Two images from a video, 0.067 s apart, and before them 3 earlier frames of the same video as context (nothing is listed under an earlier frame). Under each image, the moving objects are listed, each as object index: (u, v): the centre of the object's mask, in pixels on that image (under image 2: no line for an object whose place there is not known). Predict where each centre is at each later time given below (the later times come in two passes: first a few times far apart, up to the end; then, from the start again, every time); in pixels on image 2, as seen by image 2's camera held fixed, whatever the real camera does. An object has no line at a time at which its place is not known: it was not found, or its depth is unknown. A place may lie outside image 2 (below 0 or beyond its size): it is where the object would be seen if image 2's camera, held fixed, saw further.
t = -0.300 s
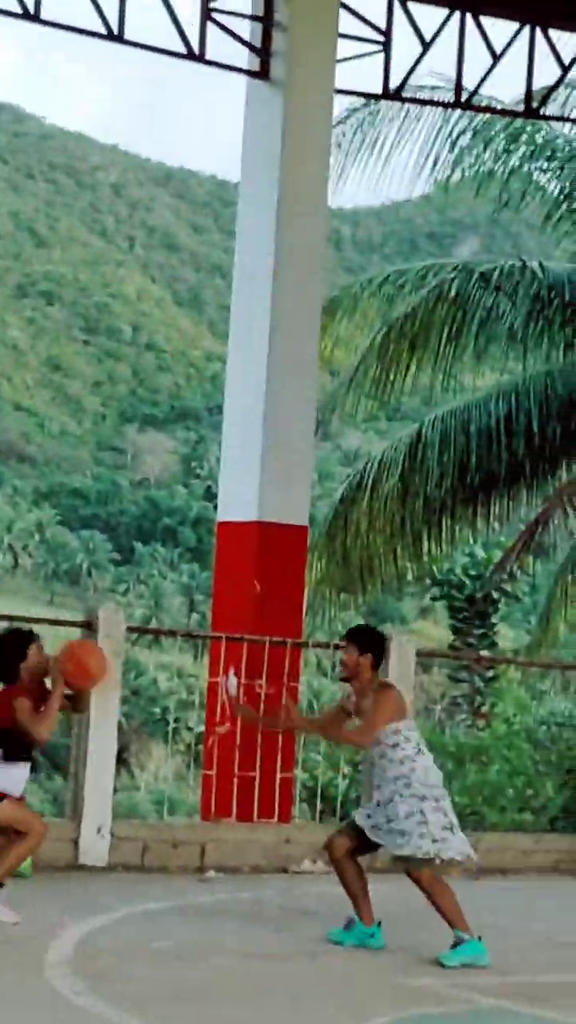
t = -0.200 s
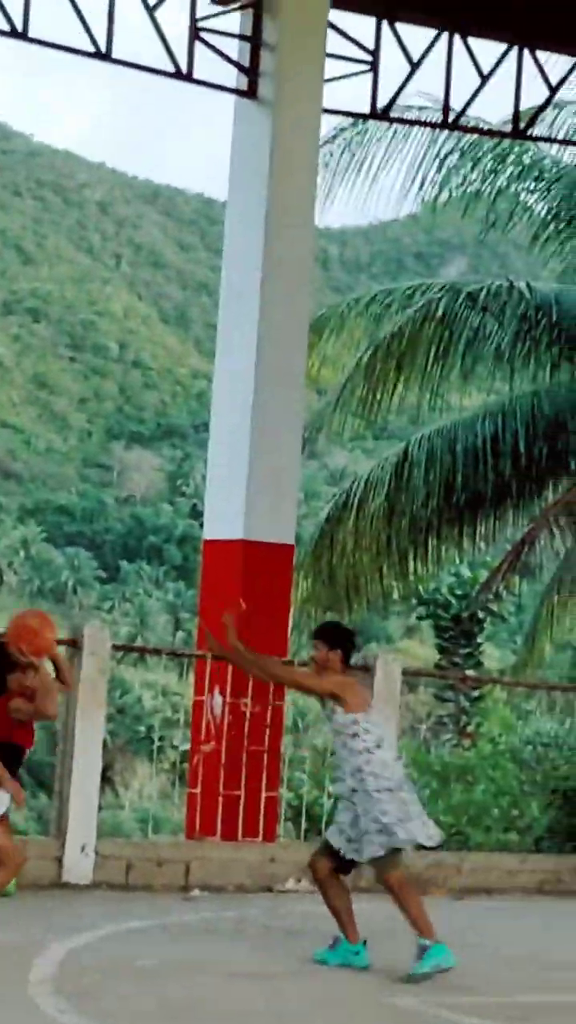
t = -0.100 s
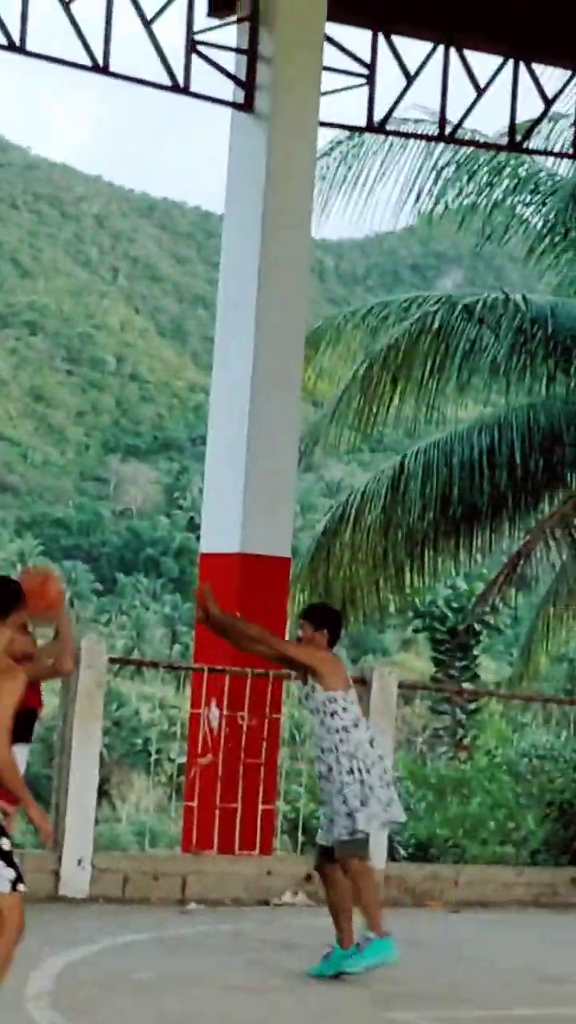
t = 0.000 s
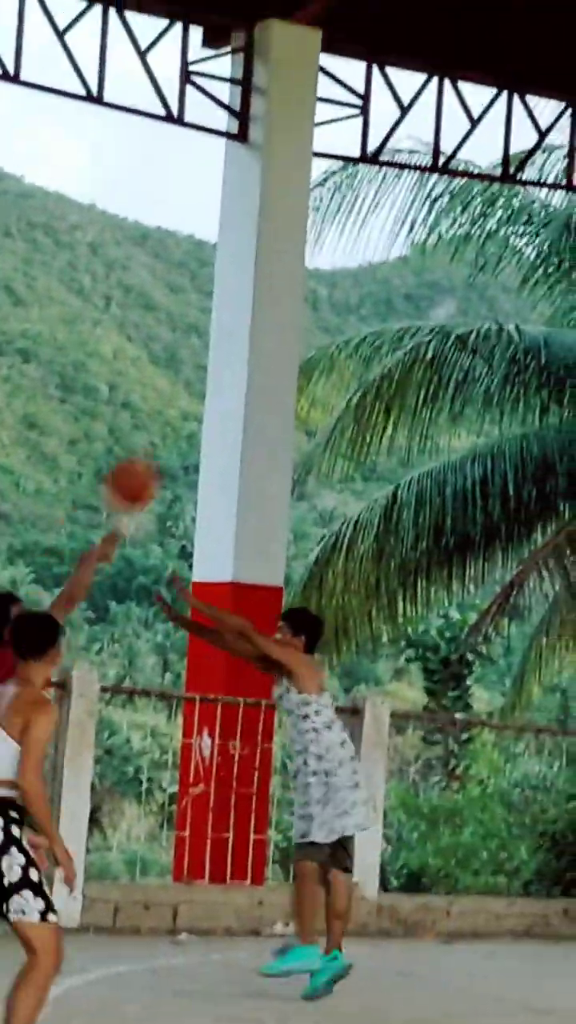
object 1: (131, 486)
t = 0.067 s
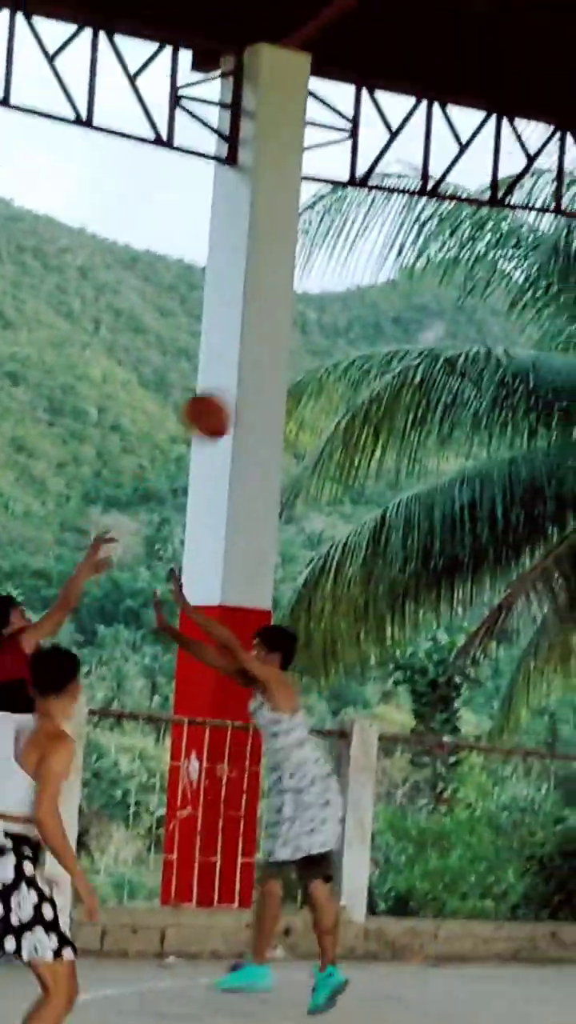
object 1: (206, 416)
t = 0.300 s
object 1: (502, 178)
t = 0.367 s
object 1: (584, 128)
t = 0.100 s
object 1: (252, 375)
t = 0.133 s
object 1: (295, 336)
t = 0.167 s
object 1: (336, 302)
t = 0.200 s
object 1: (378, 267)
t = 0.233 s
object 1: (420, 235)
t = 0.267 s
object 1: (460, 206)
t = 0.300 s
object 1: (502, 178)
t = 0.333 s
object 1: (541, 153)
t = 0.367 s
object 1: (584, 128)
